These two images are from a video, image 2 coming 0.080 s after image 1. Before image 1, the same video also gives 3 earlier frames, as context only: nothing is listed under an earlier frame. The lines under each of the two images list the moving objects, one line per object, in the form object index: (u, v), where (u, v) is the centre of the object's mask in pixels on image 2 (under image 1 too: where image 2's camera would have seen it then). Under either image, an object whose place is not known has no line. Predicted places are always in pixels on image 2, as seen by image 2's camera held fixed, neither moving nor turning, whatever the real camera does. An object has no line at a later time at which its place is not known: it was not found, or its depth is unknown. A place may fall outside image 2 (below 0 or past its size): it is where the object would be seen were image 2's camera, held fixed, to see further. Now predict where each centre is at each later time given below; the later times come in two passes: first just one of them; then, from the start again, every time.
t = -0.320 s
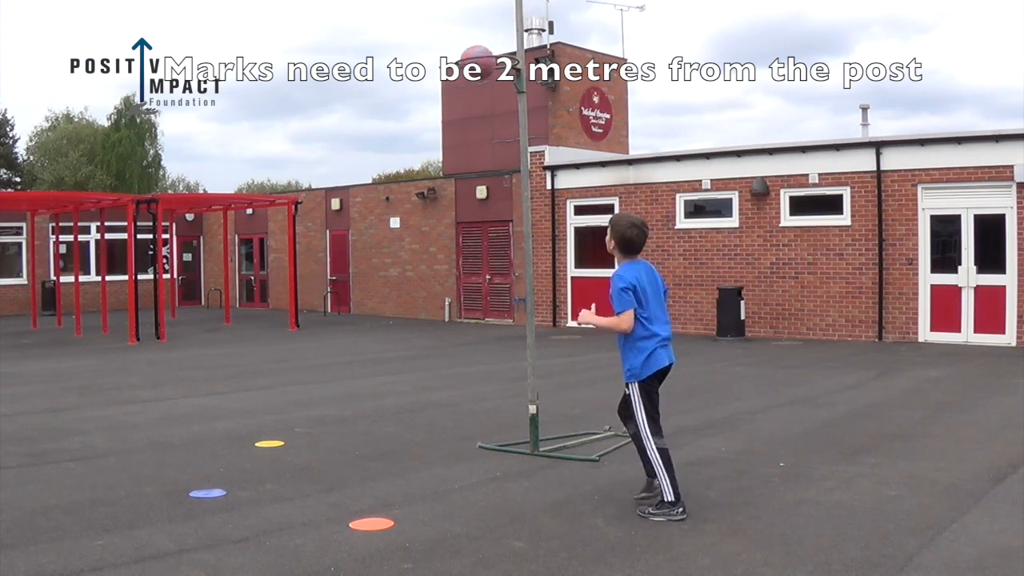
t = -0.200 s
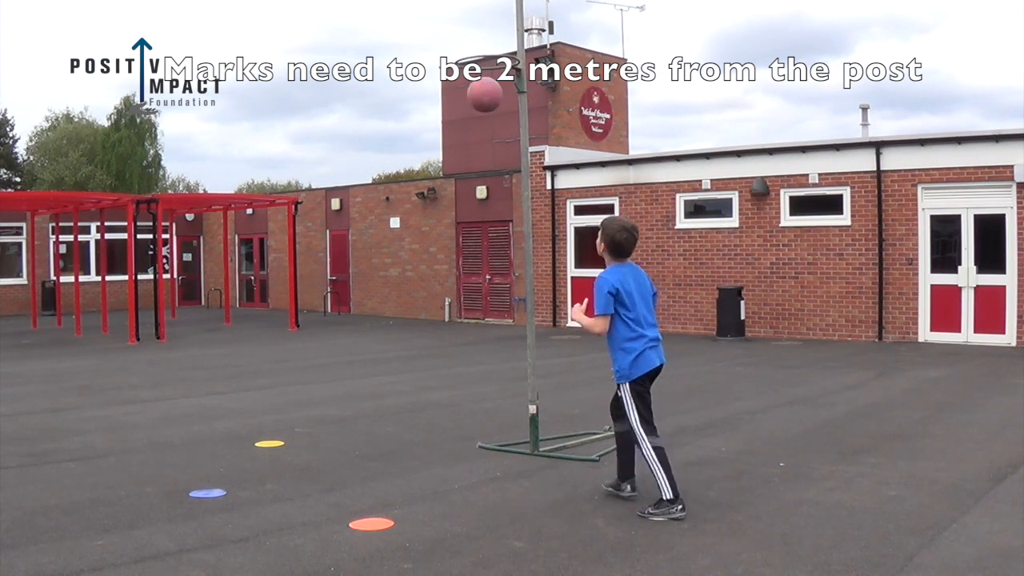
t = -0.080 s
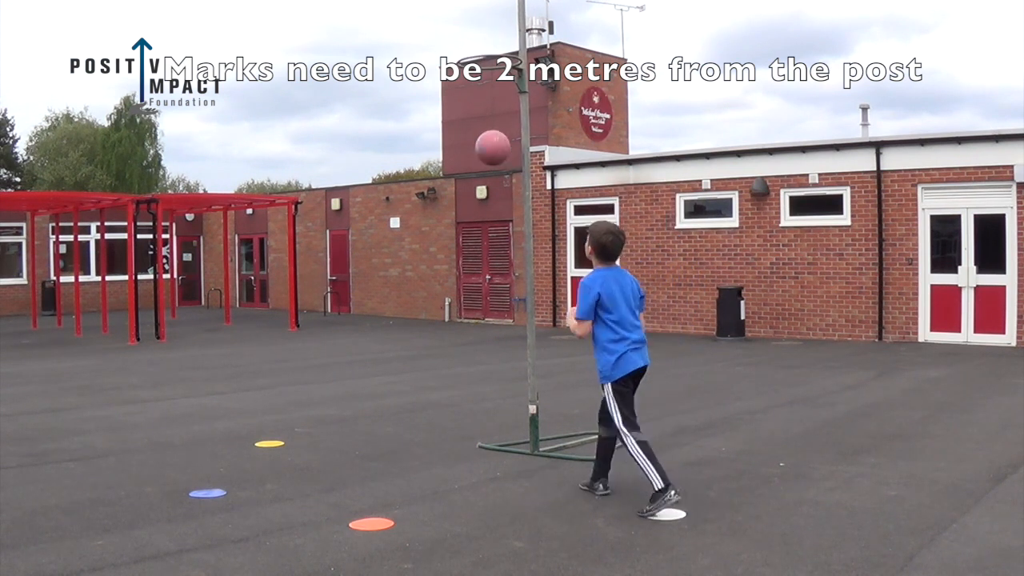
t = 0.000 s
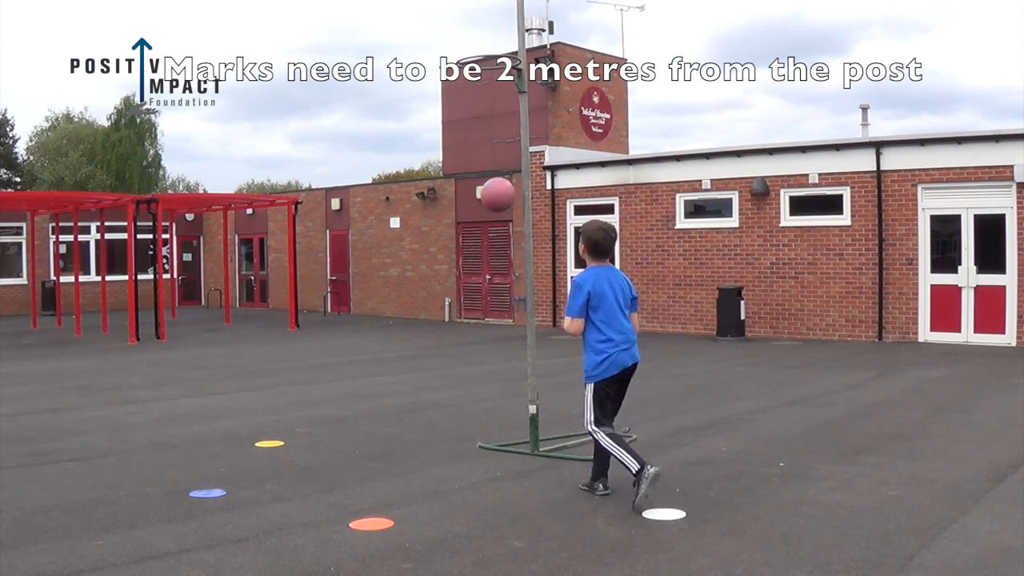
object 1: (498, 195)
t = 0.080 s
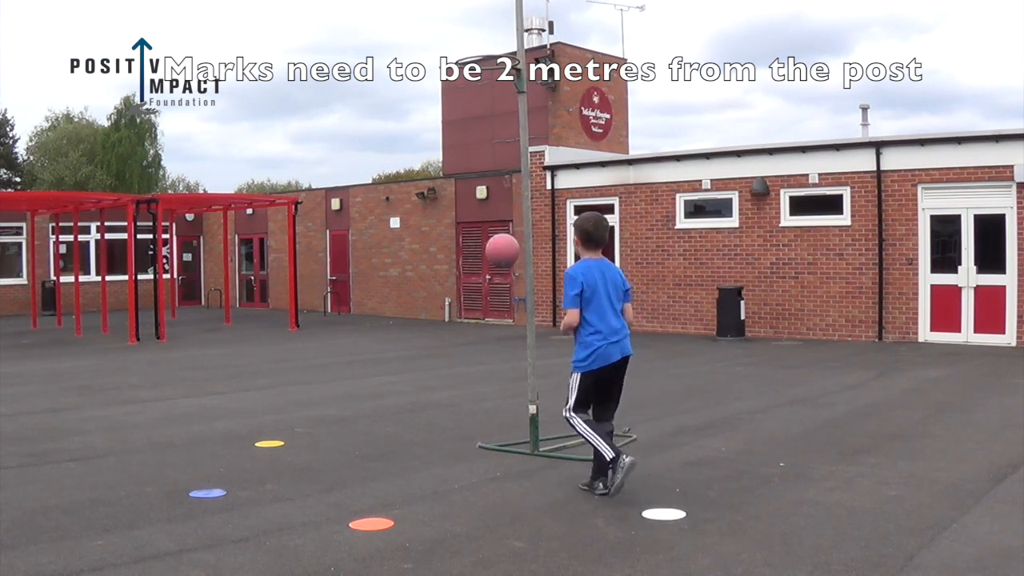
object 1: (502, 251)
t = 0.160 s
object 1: (507, 315)
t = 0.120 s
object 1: (504, 282)
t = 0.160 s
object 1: (507, 315)
